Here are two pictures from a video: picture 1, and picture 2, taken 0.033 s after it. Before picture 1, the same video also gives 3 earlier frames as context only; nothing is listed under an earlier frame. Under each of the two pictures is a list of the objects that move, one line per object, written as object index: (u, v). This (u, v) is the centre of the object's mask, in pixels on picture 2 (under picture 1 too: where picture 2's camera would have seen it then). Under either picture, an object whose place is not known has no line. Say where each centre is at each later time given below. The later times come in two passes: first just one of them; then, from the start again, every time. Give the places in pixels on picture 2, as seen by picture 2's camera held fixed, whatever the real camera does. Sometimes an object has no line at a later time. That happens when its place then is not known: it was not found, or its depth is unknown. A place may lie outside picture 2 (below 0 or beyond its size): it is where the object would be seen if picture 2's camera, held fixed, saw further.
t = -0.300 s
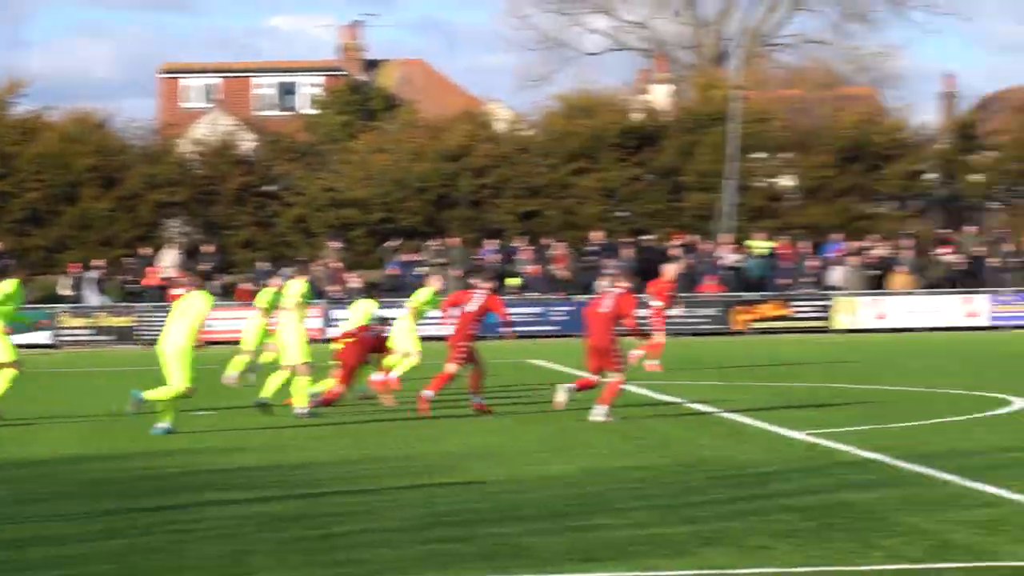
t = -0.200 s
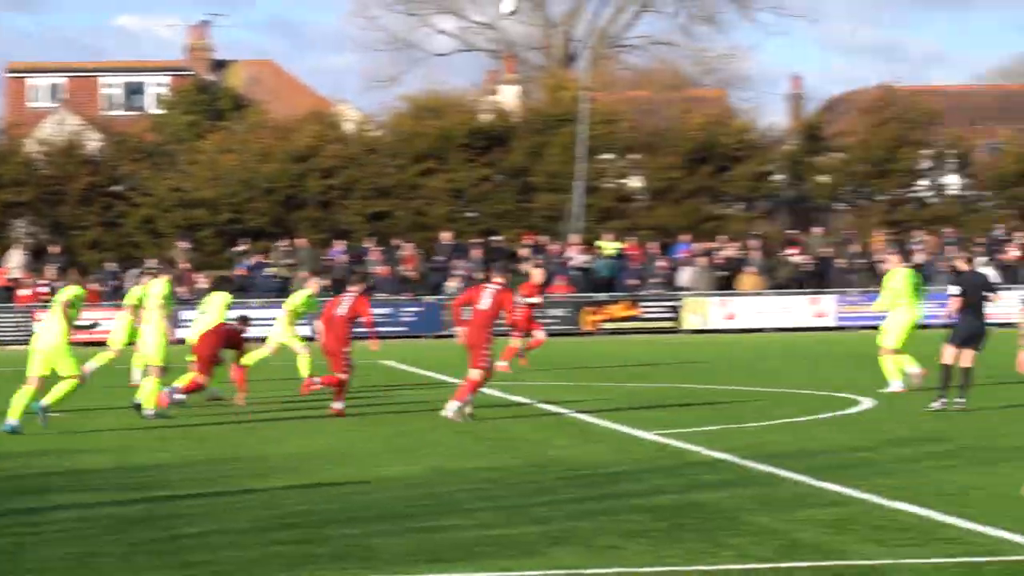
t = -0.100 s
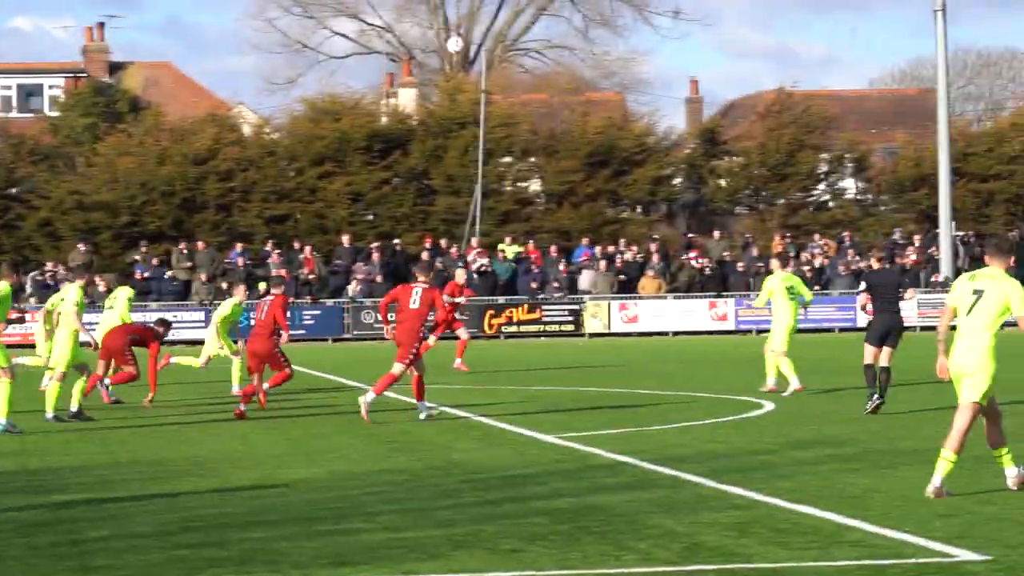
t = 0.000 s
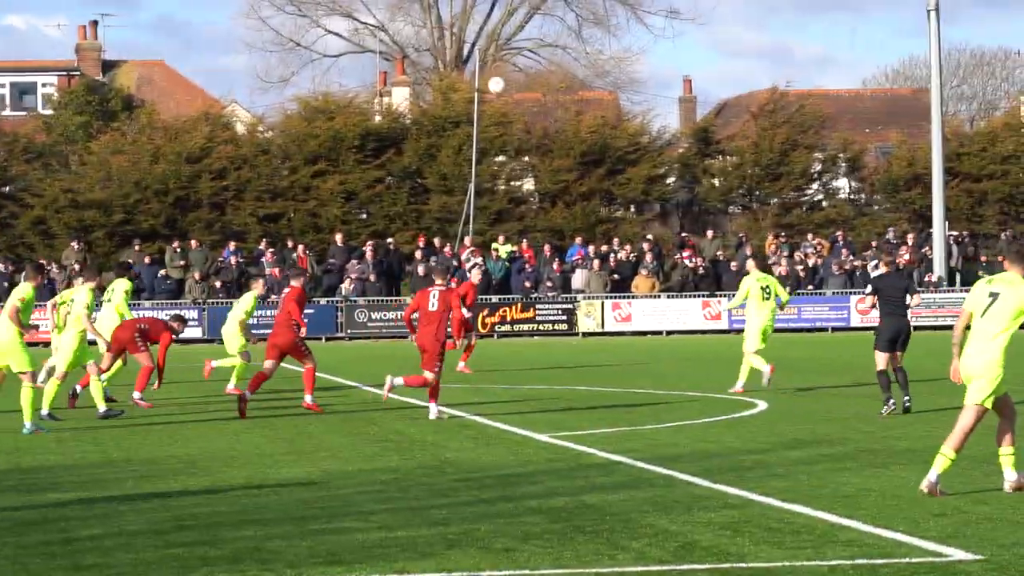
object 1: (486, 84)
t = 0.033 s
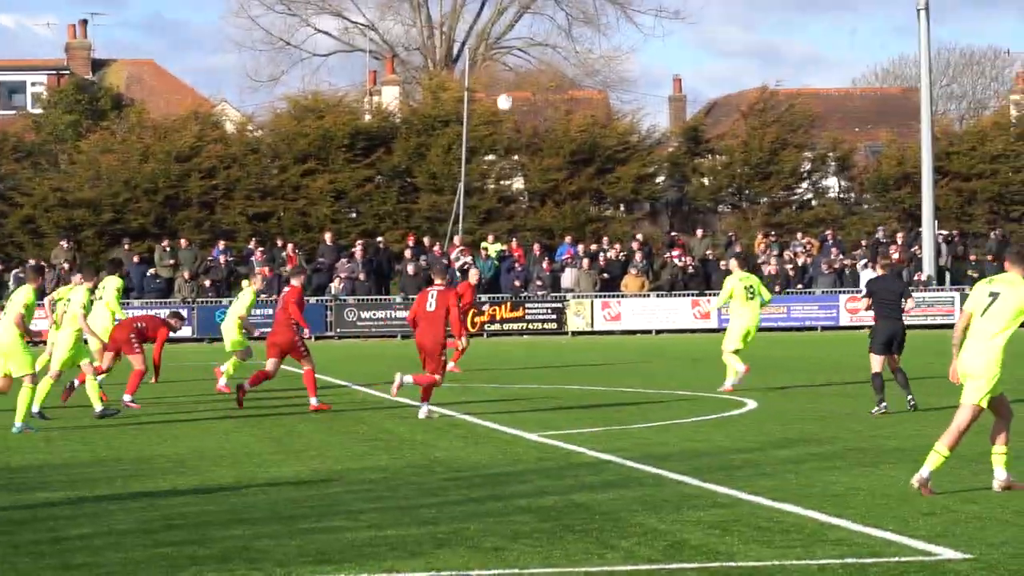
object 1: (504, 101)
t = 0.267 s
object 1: (610, 224)
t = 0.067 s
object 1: (518, 117)
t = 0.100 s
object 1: (532, 131)
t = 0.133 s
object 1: (551, 152)
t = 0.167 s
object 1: (565, 168)
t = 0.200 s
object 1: (579, 184)
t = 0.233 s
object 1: (596, 206)
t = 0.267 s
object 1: (610, 224)
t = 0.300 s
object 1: (624, 242)
